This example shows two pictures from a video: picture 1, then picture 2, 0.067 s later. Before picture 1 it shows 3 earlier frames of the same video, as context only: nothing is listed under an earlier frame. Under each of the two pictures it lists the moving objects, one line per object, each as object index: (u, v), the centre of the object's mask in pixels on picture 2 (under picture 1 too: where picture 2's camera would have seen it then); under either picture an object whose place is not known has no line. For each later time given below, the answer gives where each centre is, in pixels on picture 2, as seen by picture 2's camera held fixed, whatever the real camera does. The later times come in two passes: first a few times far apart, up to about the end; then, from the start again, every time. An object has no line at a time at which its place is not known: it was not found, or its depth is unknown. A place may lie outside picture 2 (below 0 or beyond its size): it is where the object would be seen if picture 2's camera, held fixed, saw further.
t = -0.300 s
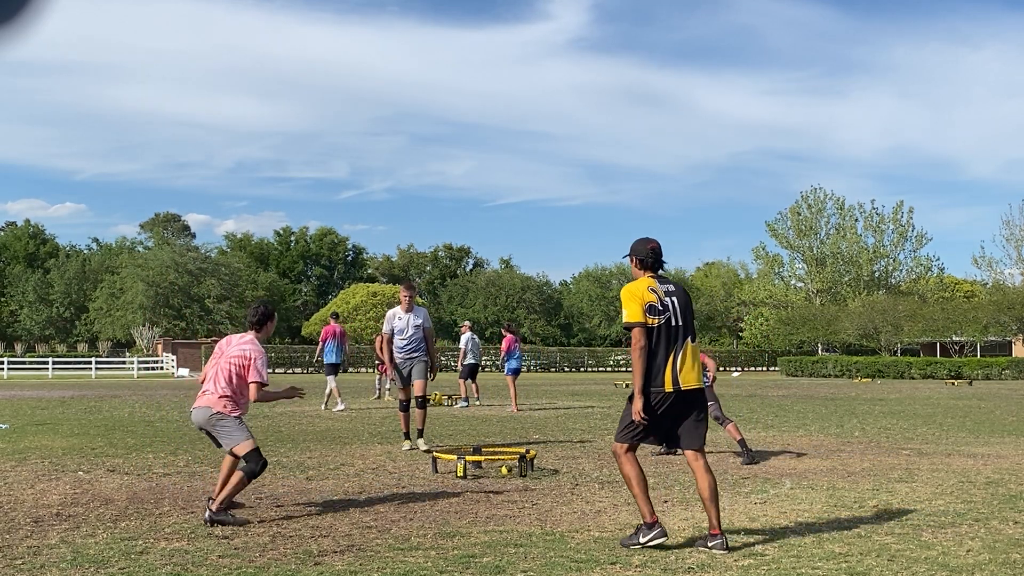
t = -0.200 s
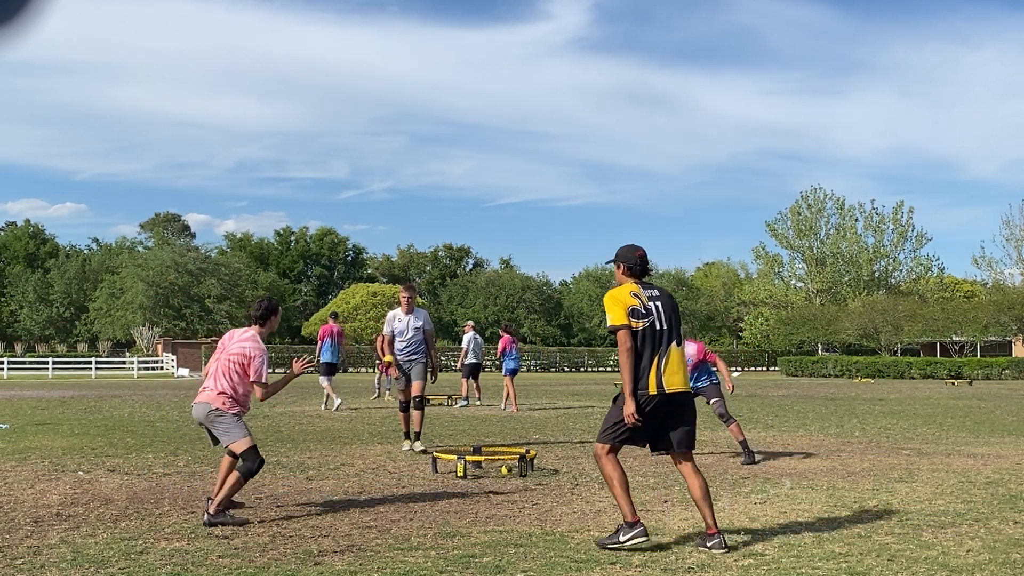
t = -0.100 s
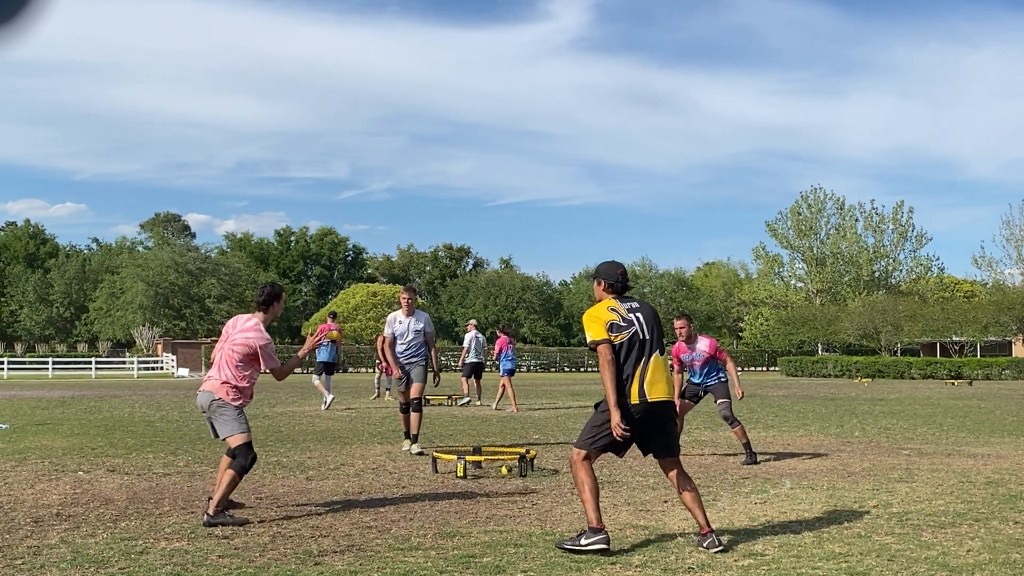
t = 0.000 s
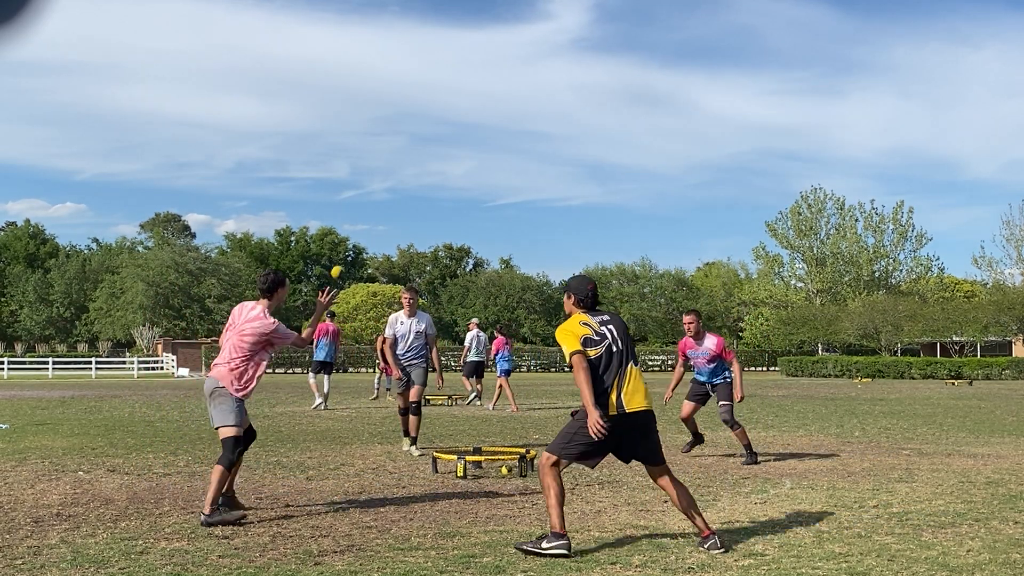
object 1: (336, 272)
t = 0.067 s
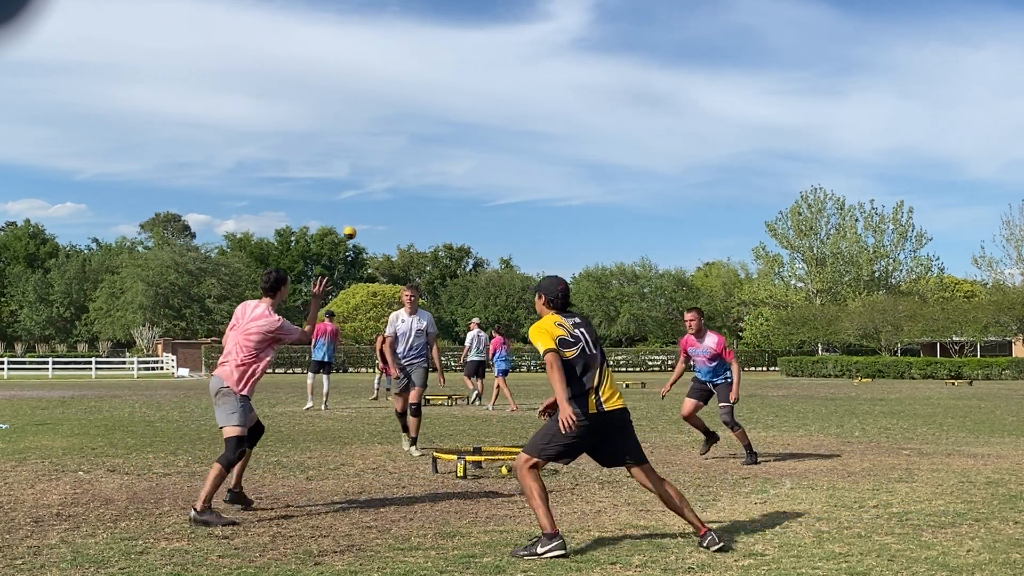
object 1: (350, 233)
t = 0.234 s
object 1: (376, 169)
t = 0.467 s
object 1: (405, 146)
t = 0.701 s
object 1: (428, 183)
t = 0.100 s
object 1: (355, 216)
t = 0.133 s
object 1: (360, 202)
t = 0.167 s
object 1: (366, 190)
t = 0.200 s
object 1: (371, 179)
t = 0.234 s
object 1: (376, 169)
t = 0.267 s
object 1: (380, 161)
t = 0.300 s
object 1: (385, 155)
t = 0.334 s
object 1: (389, 151)
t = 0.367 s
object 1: (393, 148)
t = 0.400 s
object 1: (397, 145)
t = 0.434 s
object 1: (401, 145)
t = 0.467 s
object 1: (405, 146)
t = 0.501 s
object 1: (409, 148)
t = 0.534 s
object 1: (412, 151)
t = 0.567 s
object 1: (415, 155)
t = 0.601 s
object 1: (419, 160)
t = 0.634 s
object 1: (422, 167)
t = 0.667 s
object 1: (425, 174)
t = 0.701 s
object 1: (428, 183)
